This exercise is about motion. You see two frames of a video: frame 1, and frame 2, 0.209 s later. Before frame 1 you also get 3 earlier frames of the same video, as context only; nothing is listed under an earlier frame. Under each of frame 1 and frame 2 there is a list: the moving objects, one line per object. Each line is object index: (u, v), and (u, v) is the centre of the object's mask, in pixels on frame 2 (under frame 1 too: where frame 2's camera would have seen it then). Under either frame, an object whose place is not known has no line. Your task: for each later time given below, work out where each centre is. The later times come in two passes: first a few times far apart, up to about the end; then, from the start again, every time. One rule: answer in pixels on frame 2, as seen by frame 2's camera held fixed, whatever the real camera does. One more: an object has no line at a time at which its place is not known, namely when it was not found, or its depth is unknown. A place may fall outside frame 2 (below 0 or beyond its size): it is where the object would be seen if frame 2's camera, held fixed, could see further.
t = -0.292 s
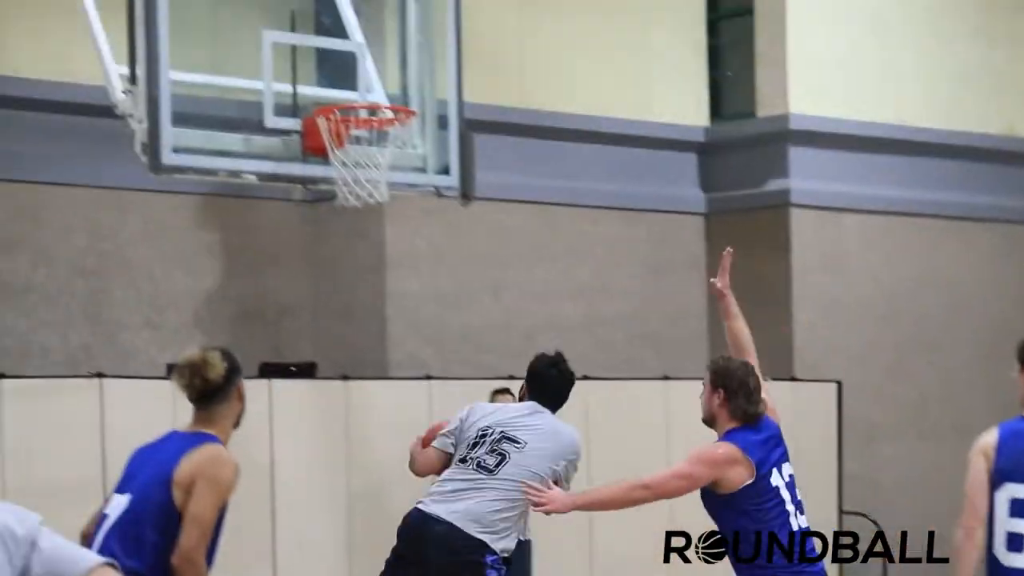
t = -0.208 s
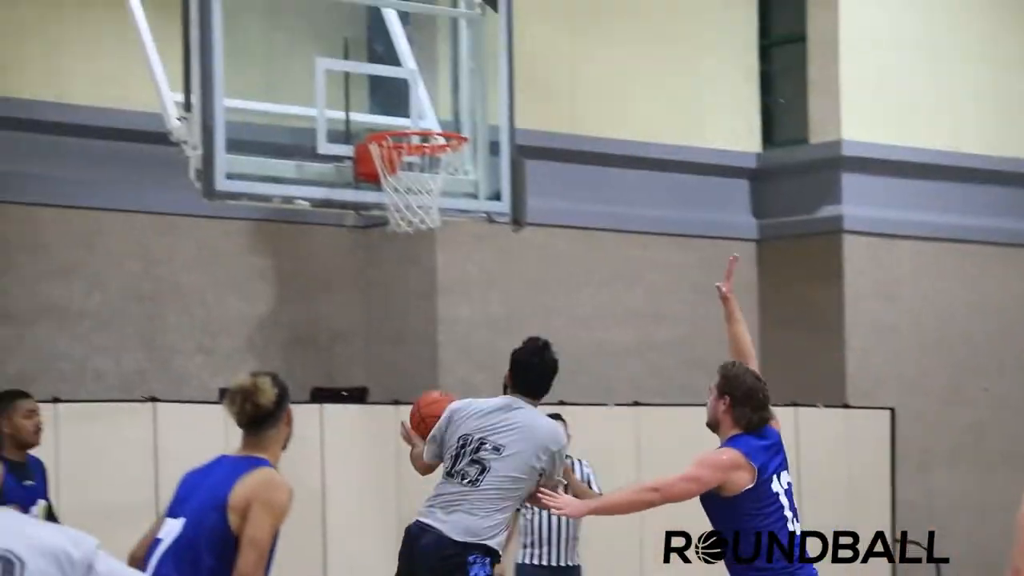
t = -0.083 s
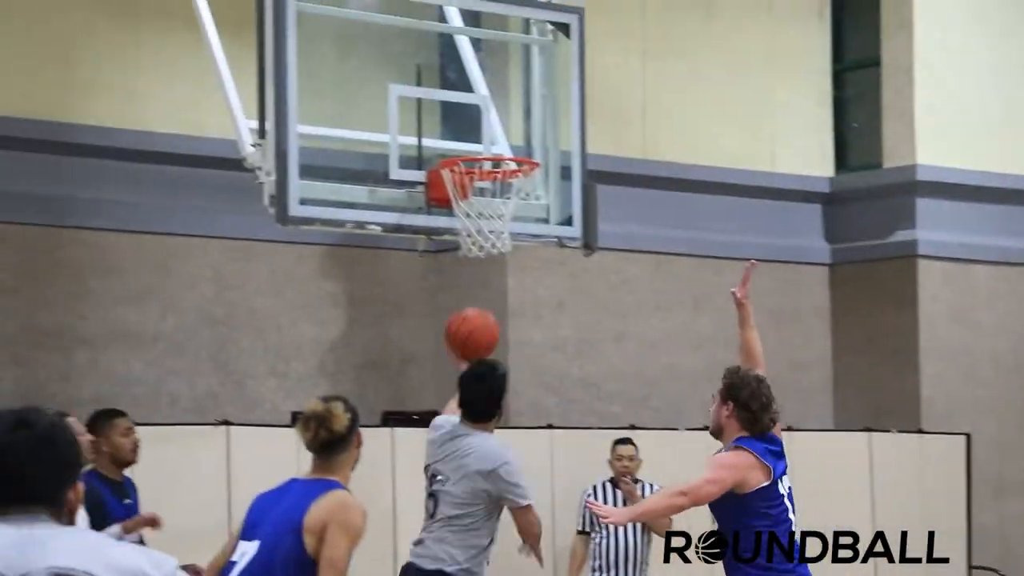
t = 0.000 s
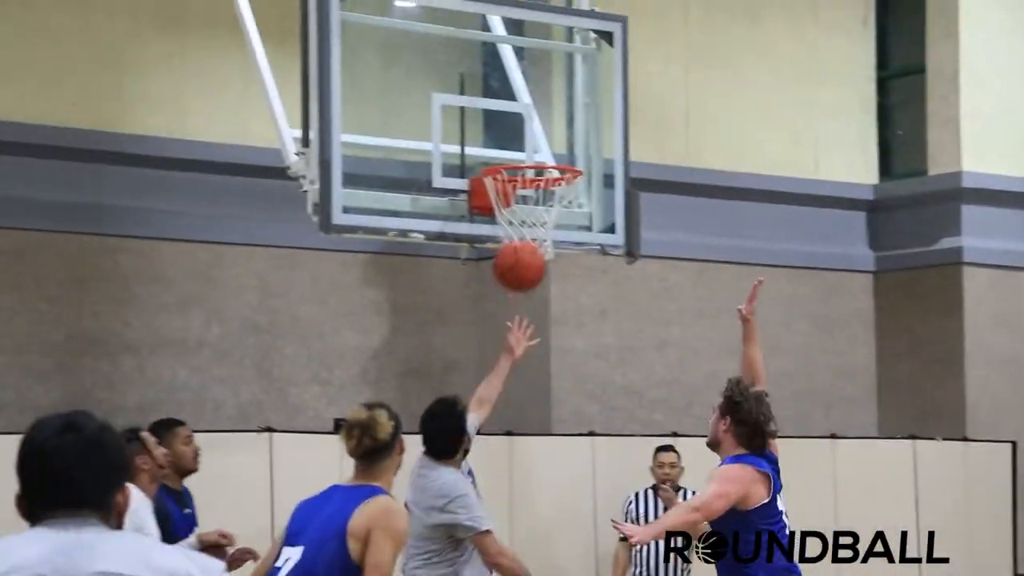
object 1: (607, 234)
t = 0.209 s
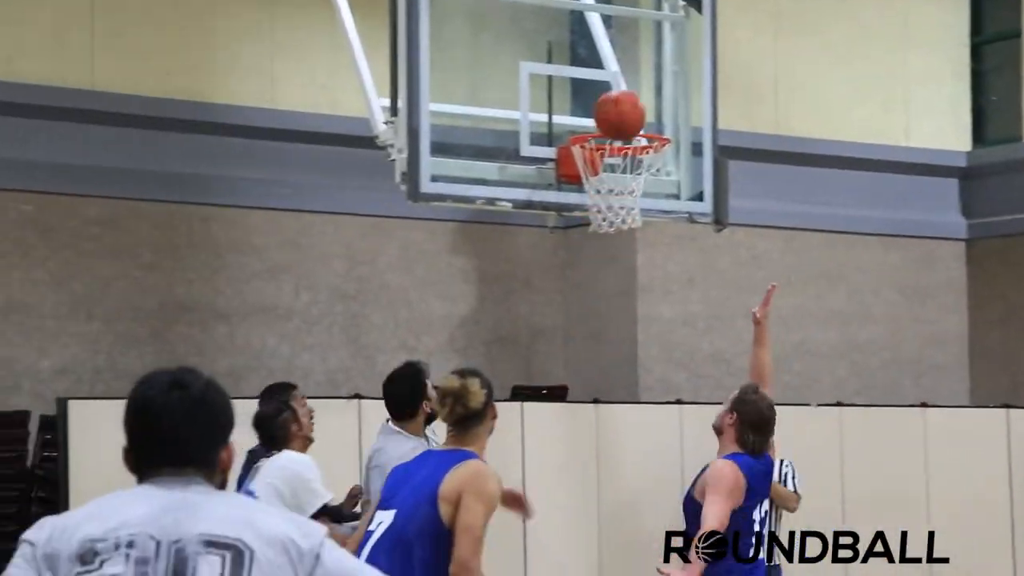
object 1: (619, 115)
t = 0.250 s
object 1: (622, 103)
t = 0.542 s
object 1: (638, 114)
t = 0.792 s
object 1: (589, 105)
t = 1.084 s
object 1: (602, 109)
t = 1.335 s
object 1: (631, 153)
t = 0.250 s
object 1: (622, 103)
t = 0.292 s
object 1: (624, 94)
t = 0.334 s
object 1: (627, 90)
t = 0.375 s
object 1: (629, 88)
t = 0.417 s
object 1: (631, 90)
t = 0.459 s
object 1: (633, 96)
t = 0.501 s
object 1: (636, 105)
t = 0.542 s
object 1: (638, 114)
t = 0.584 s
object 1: (636, 119)
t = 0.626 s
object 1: (622, 116)
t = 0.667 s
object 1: (608, 115)
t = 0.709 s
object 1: (593, 116)
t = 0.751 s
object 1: (588, 113)
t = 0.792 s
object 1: (589, 105)
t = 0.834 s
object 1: (591, 99)
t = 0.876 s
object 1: (592, 95)
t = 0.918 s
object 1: (593, 95)
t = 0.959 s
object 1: (595, 99)
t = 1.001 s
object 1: (596, 105)
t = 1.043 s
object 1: (598, 113)
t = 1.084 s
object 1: (602, 109)
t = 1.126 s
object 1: (606, 108)
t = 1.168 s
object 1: (611, 109)
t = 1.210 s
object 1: (615, 112)
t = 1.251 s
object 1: (620, 117)
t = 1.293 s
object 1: (625, 134)
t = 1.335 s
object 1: (631, 153)
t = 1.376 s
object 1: (634, 168)
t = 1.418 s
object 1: (637, 187)
